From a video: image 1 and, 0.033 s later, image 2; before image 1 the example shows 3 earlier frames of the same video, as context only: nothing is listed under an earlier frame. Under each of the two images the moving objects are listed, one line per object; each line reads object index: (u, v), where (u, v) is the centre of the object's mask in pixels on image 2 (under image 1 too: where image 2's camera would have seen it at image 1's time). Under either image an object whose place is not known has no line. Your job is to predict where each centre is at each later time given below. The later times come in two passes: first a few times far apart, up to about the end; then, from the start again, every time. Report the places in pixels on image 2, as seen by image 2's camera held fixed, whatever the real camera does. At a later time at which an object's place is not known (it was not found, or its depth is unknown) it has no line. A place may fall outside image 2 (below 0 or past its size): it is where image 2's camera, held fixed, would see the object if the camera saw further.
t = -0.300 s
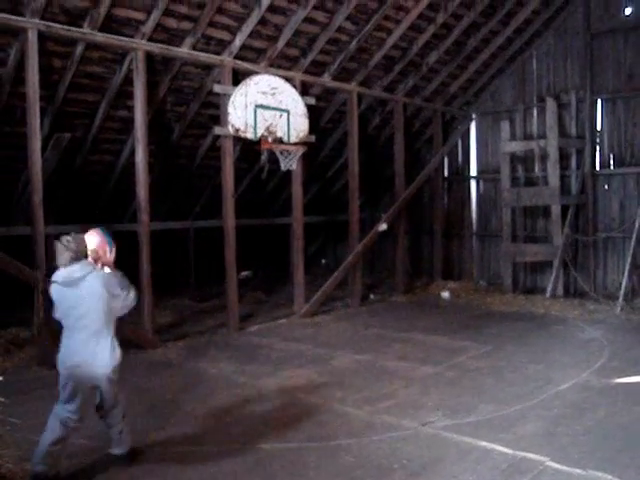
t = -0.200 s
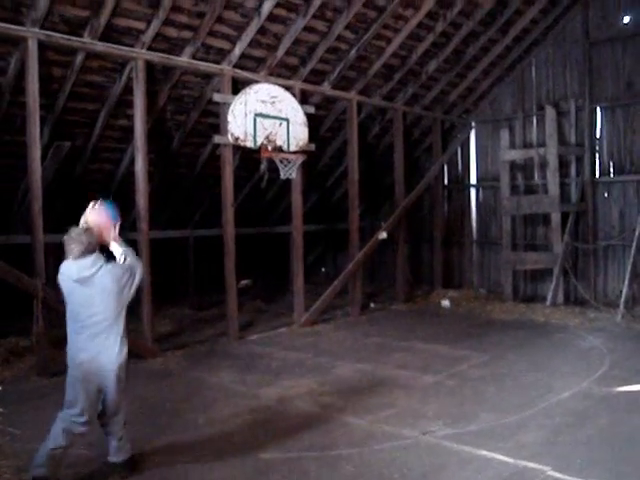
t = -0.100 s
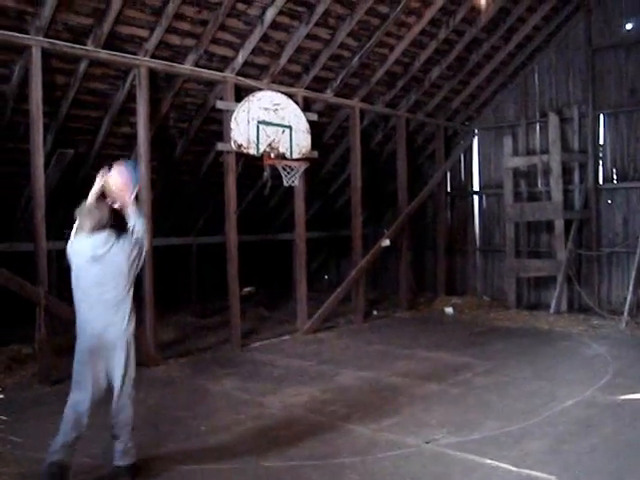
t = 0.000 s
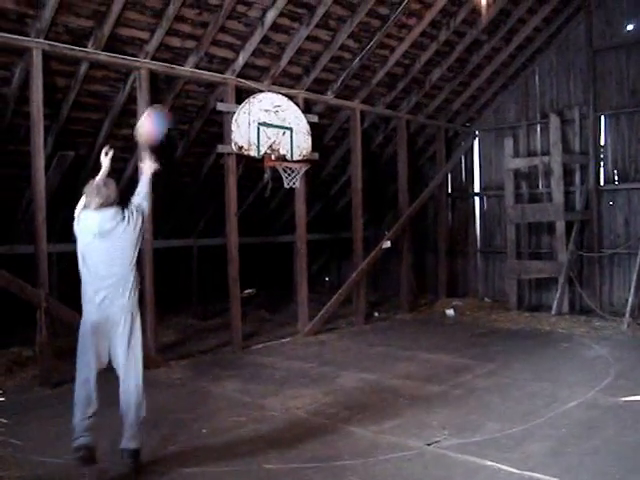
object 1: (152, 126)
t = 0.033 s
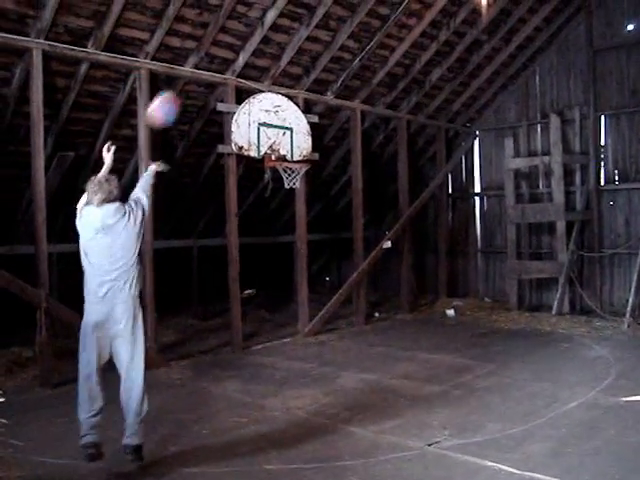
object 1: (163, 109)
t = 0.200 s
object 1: (205, 60)
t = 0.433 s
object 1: (247, 57)
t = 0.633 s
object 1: (275, 89)
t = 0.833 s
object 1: (297, 147)
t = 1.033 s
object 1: (296, 133)
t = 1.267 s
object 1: (293, 133)
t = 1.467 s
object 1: (290, 169)
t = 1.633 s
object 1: (287, 223)
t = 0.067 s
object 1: (172, 96)
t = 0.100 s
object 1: (181, 85)
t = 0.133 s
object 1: (190, 74)
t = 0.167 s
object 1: (198, 66)
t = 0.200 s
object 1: (205, 60)
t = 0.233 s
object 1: (212, 57)
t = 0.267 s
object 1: (219, 54)
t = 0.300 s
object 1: (225, 52)
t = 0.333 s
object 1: (230, 51)
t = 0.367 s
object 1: (234, 52)
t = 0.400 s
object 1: (241, 54)
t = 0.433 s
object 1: (247, 57)
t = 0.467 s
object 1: (252, 60)
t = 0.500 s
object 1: (257, 64)
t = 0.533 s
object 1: (263, 70)
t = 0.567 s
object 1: (266, 75)
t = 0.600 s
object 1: (270, 80)
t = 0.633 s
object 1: (275, 89)
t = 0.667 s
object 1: (278, 96)
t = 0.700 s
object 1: (281, 105)
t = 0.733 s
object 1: (285, 113)
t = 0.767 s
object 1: (289, 122)
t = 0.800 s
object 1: (293, 134)
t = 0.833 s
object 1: (297, 147)
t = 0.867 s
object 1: (298, 154)
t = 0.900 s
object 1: (298, 153)
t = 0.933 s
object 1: (298, 146)
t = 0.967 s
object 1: (298, 139)
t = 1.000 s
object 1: (297, 136)
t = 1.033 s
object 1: (296, 133)
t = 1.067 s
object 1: (295, 130)
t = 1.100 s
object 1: (295, 129)
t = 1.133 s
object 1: (294, 128)
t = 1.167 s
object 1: (293, 128)
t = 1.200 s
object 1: (294, 128)
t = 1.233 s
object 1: (293, 130)
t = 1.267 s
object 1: (293, 133)
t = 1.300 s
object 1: (292, 136)
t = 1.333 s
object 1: (292, 140)
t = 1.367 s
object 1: (292, 145)
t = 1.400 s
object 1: (293, 152)
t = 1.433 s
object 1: (291, 160)
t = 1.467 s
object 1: (290, 169)
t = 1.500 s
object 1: (289, 176)
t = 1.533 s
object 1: (289, 187)
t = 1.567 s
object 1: (288, 199)
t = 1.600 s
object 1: (288, 211)
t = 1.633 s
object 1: (287, 223)
